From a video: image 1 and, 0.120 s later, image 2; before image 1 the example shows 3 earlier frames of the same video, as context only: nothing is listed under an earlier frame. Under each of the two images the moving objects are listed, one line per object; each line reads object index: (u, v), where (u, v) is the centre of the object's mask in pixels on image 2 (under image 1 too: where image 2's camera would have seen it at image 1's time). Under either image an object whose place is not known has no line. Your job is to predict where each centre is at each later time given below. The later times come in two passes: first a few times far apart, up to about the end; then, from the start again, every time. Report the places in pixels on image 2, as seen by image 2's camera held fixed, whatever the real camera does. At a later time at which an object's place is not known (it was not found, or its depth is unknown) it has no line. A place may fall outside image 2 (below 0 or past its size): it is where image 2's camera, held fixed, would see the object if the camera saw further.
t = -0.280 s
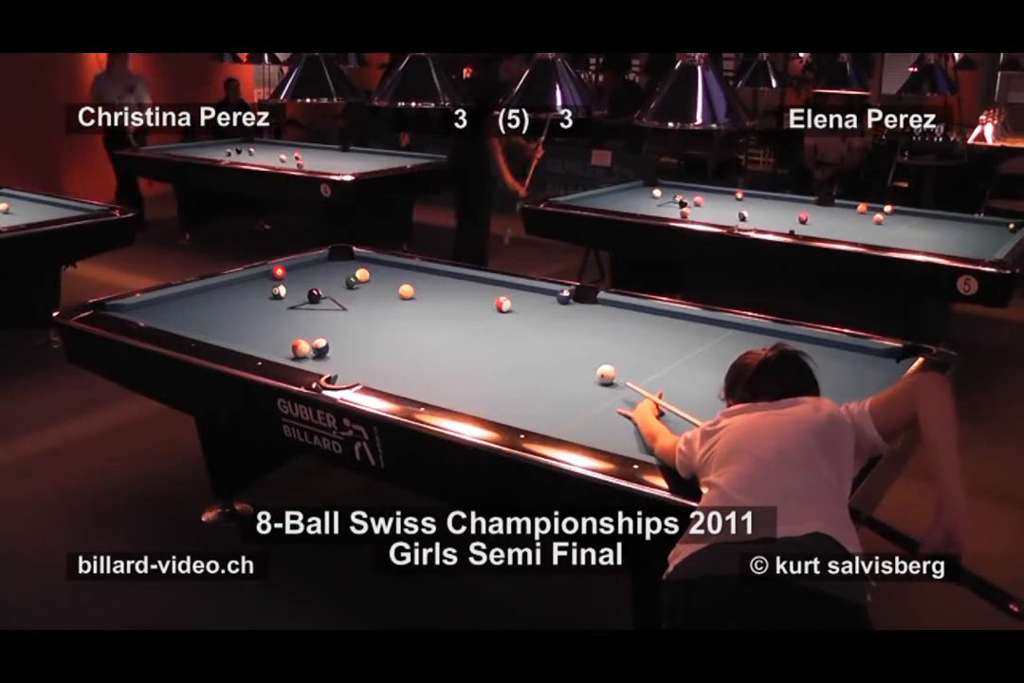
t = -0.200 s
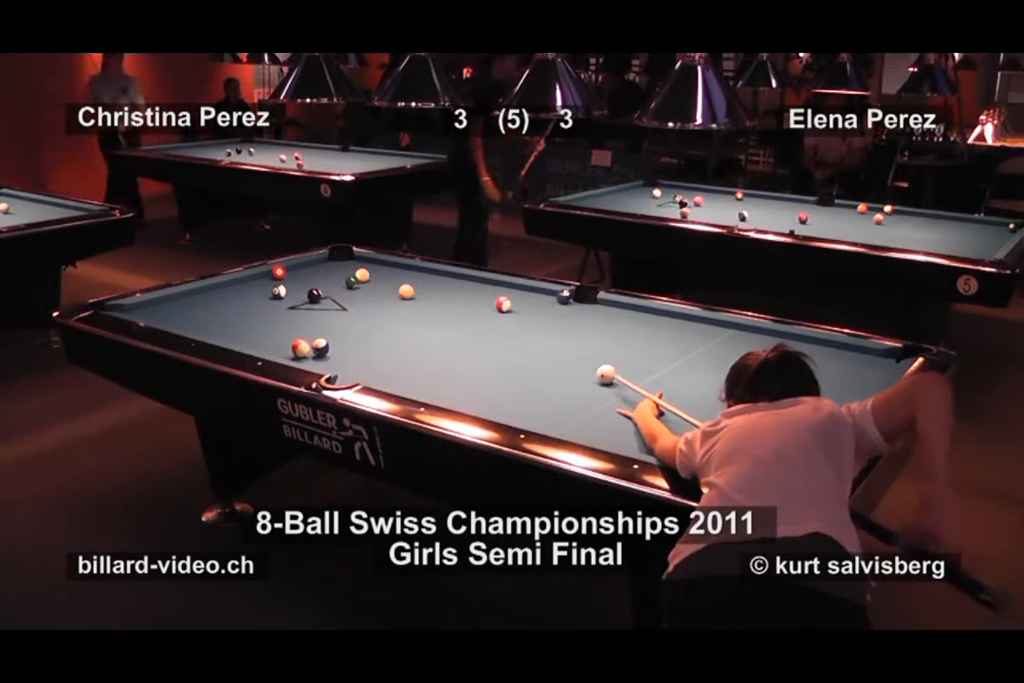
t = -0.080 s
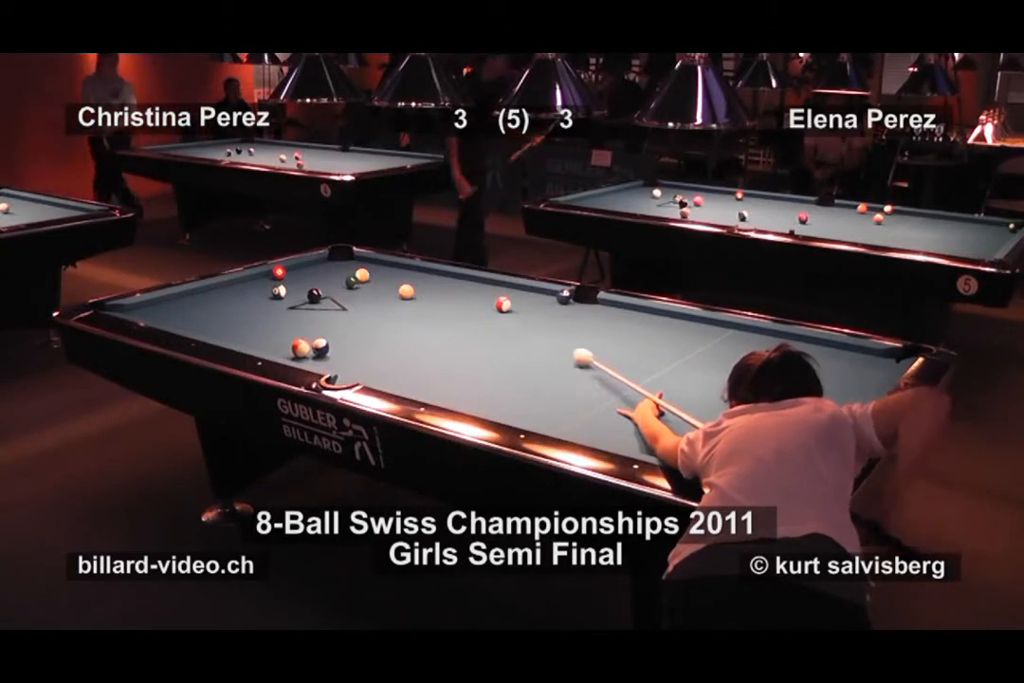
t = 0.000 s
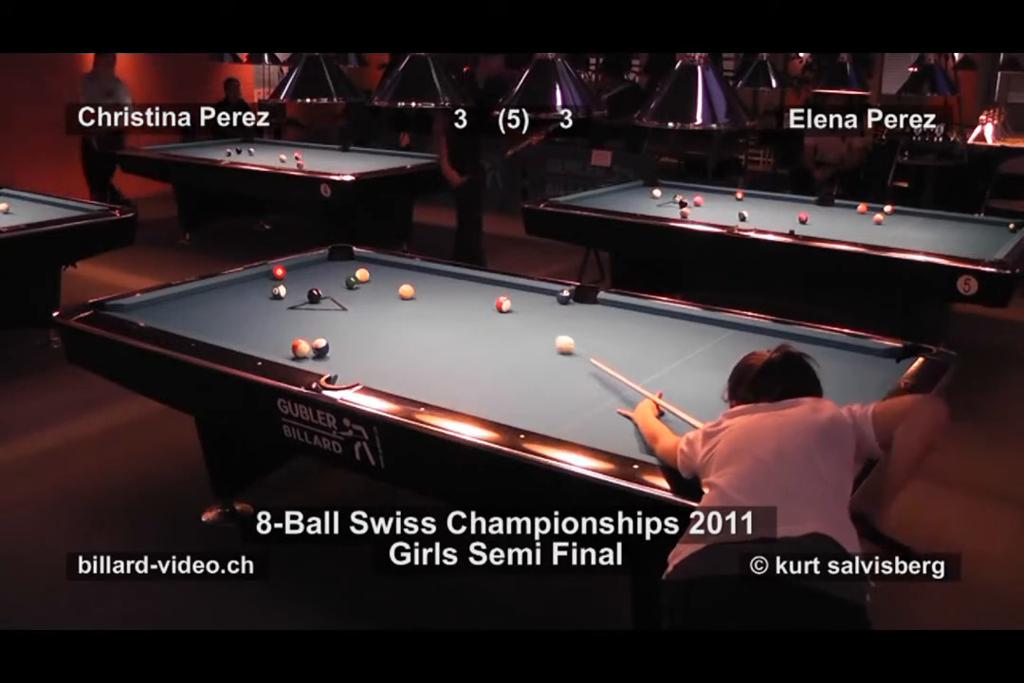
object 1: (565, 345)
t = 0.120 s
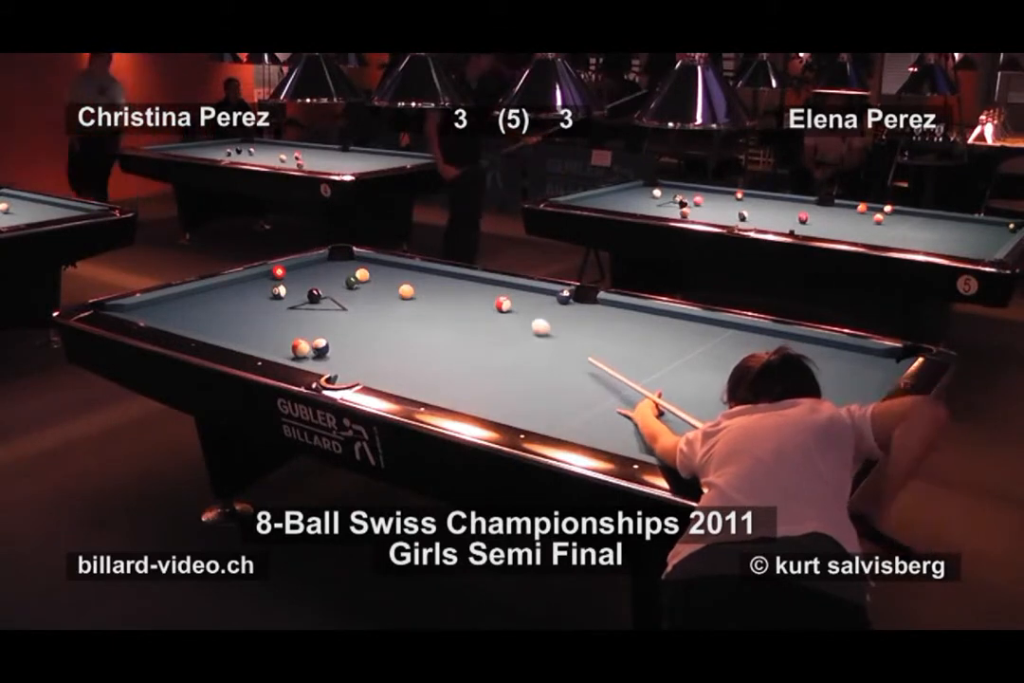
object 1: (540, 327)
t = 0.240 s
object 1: (518, 312)
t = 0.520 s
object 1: (528, 298)
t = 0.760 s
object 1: (533, 290)
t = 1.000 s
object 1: (514, 293)
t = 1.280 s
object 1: (494, 296)
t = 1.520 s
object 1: (477, 298)
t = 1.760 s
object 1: (461, 300)
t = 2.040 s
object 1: (443, 303)
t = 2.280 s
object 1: (429, 305)
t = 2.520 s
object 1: (415, 307)
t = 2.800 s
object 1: (401, 310)
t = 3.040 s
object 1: (389, 311)
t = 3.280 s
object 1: (379, 313)
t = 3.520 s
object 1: (369, 315)
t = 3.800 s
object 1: (359, 317)
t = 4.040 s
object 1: (352, 318)
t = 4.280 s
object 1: (346, 319)
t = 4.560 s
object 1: (340, 320)
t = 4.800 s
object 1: (336, 320)
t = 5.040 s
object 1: (334, 321)
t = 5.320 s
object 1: (333, 321)
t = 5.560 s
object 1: (332, 321)
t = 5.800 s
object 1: (333, 321)
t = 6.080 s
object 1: (333, 321)
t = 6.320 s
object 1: (332, 321)
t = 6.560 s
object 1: (332, 321)
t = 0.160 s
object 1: (533, 322)
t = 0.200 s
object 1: (526, 317)
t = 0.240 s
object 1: (518, 312)
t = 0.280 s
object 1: (513, 307)
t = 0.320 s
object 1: (517, 306)
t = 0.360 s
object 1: (520, 305)
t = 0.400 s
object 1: (523, 304)
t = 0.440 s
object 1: (525, 301)
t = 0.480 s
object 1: (527, 300)
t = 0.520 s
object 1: (528, 298)
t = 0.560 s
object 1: (530, 296)
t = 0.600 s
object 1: (531, 295)
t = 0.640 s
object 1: (533, 293)
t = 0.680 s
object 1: (535, 291)
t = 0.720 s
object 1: (536, 290)
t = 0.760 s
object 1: (533, 290)
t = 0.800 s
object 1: (530, 290)
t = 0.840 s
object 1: (527, 291)
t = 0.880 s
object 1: (523, 292)
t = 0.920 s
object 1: (520, 292)
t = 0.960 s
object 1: (517, 292)
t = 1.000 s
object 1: (514, 293)
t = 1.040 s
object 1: (511, 293)
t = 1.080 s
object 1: (509, 294)
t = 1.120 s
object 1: (506, 294)
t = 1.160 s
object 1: (503, 294)
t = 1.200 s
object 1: (500, 295)
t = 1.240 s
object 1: (497, 295)
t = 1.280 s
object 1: (494, 296)
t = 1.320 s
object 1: (491, 296)
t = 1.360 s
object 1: (488, 297)
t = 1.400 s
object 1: (485, 297)
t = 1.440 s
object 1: (483, 297)
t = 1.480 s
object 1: (480, 297)
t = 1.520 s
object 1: (477, 298)
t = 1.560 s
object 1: (474, 298)
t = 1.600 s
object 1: (472, 299)
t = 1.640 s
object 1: (469, 299)
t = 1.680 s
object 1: (466, 300)
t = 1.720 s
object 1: (464, 300)
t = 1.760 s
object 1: (461, 300)
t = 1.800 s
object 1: (458, 301)
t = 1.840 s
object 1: (456, 301)
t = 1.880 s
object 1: (453, 302)
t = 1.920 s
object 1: (451, 302)
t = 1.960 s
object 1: (448, 302)
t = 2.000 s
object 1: (446, 303)
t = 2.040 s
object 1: (443, 303)
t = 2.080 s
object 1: (441, 303)
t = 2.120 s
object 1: (439, 304)
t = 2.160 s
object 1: (436, 304)
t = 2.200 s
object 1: (434, 304)
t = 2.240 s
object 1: (431, 305)
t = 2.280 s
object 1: (429, 305)
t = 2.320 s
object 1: (426, 305)
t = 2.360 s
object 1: (424, 306)
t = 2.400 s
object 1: (422, 306)
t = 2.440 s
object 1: (420, 307)
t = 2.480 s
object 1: (418, 307)
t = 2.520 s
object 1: (415, 307)
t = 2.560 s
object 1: (413, 308)
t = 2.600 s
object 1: (411, 308)
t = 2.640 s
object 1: (409, 308)
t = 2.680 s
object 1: (407, 309)
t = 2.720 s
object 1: (405, 309)
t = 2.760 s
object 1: (403, 309)
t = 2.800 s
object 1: (401, 310)
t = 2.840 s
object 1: (398, 310)
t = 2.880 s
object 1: (396, 310)
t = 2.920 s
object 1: (394, 311)
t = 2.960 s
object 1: (393, 311)
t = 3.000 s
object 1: (391, 311)
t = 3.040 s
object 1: (389, 311)
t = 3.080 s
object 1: (387, 312)
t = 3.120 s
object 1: (385, 312)
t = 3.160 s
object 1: (383, 312)
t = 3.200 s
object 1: (382, 313)
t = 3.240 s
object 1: (380, 313)
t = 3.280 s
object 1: (379, 313)
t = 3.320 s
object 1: (377, 313)
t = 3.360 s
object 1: (375, 314)
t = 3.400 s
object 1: (374, 314)
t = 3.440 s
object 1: (372, 314)
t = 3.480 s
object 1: (371, 315)
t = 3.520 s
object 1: (369, 315)
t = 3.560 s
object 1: (367, 315)
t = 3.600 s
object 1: (366, 315)
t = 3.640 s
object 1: (365, 316)
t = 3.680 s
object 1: (363, 316)
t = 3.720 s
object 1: (362, 316)
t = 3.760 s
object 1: (361, 316)
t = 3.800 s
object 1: (359, 317)
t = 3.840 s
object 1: (358, 317)
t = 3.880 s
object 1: (357, 317)
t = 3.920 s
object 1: (356, 317)
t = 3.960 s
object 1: (355, 318)
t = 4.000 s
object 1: (354, 318)
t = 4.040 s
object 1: (352, 318)
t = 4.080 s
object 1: (351, 318)
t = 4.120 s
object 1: (350, 318)
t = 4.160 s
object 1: (349, 318)
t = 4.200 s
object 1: (348, 318)
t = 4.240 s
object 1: (347, 319)
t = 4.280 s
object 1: (346, 319)
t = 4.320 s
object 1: (345, 319)
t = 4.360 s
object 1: (344, 319)
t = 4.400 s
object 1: (343, 319)
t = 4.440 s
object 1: (342, 319)
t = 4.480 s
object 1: (342, 319)
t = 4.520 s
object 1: (341, 320)
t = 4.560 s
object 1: (340, 320)
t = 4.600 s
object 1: (339, 320)
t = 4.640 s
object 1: (339, 320)
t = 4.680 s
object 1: (339, 320)
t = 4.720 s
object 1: (337, 320)
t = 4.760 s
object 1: (337, 320)
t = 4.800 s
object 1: (336, 320)
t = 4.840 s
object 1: (336, 320)
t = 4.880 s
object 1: (336, 321)
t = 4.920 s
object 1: (335, 321)
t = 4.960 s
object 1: (335, 321)
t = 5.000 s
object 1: (334, 321)
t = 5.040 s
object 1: (334, 321)
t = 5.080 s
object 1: (334, 321)
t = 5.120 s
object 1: (334, 321)
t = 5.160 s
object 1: (333, 321)
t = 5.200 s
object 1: (333, 321)
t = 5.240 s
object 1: (333, 321)
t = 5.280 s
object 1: (333, 321)
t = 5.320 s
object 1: (333, 321)
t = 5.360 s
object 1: (333, 321)
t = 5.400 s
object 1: (333, 321)
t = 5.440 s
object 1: (332, 321)
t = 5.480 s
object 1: (332, 321)
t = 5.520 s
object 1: (332, 321)
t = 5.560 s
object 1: (332, 321)
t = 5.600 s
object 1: (332, 321)
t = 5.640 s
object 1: (332, 321)
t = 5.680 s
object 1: (332, 321)
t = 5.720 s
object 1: (332, 321)
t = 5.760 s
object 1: (332, 321)
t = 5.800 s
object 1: (333, 321)
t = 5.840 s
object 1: (333, 321)
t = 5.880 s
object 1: (333, 321)
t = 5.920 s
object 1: (332, 321)
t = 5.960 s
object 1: (333, 321)
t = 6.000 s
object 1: (333, 321)
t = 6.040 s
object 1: (333, 322)
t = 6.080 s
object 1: (333, 321)
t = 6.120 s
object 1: (333, 321)
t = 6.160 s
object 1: (332, 321)
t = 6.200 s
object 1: (332, 321)
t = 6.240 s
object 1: (333, 321)
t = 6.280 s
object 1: (333, 321)
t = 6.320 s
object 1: (332, 321)
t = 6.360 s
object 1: (332, 321)
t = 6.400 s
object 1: (332, 321)
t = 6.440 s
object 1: (332, 321)
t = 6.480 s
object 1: (332, 321)
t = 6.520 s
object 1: (332, 321)
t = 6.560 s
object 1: (332, 321)
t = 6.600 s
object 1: (332, 321)
